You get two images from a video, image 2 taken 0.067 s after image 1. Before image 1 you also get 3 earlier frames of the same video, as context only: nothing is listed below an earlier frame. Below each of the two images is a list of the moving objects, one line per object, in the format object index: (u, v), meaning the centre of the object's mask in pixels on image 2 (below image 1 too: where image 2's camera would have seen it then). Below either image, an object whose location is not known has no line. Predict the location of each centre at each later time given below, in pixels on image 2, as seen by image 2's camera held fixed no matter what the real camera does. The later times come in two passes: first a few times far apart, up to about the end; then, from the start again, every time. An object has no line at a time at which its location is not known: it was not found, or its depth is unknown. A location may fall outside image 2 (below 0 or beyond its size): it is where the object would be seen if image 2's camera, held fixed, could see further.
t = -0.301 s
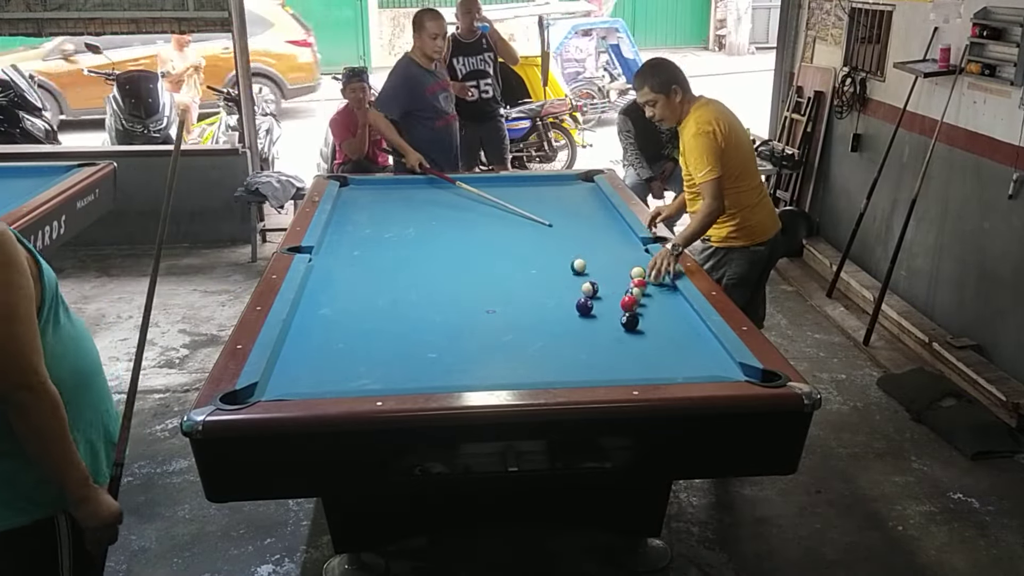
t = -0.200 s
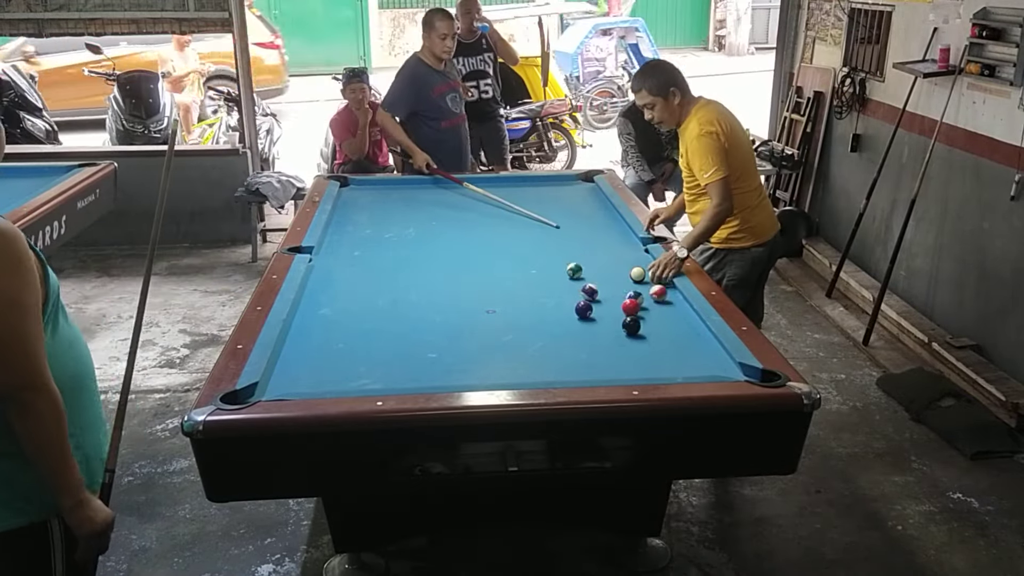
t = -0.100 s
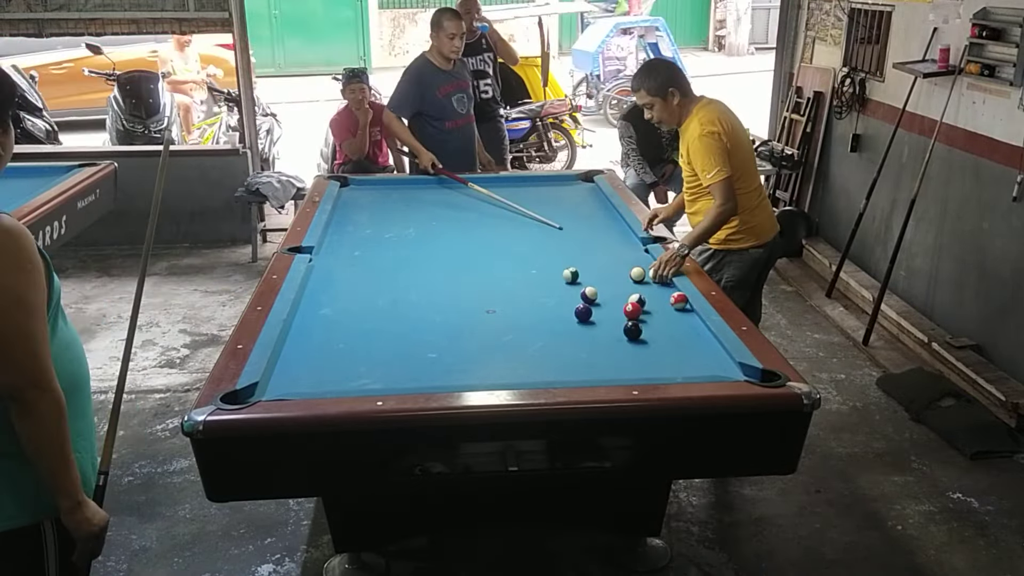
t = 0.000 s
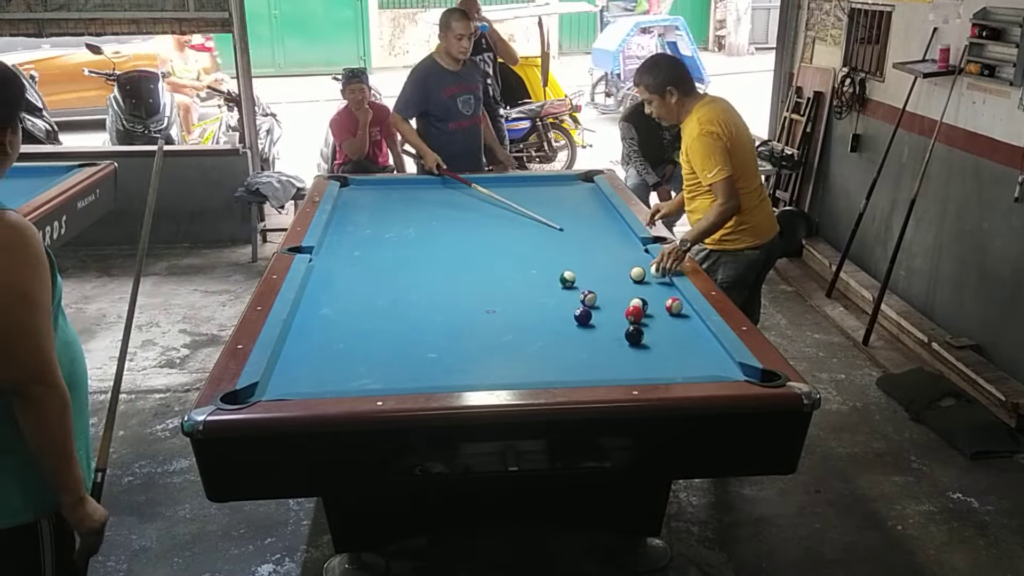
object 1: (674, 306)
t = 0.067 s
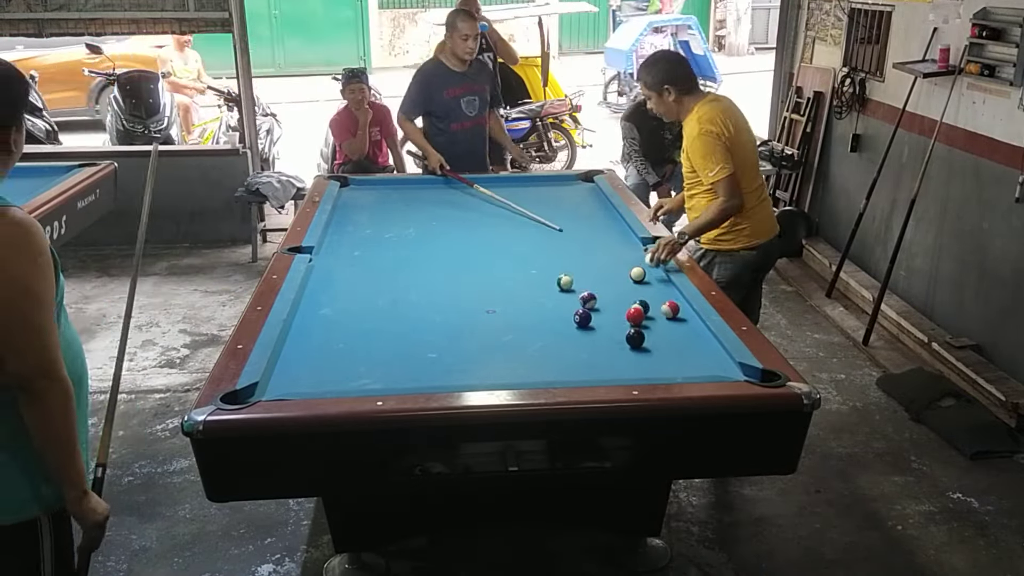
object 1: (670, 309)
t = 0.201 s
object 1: (664, 316)
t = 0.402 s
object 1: (658, 327)
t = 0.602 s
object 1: (660, 337)
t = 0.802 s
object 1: (662, 346)
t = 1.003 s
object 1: (663, 356)
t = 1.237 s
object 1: (666, 365)
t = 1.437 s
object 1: (669, 371)
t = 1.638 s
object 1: (662, 368)
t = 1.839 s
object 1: (657, 365)
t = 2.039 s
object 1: (652, 361)
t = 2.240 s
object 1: (649, 358)
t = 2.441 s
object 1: (647, 355)
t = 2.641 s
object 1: (645, 354)
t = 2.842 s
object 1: (668, 350)
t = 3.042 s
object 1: (694, 348)
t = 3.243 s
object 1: (709, 346)
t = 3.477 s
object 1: (691, 345)
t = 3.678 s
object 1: (677, 345)
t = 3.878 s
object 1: (664, 345)
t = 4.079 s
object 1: (653, 345)
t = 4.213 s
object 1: (646, 344)
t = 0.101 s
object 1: (669, 311)
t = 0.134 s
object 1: (667, 312)
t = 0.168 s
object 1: (666, 314)
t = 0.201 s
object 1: (664, 316)
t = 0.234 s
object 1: (662, 318)
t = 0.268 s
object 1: (660, 320)
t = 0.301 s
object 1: (659, 322)
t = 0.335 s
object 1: (658, 324)
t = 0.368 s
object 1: (658, 325)
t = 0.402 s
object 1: (658, 327)
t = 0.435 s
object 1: (658, 328)
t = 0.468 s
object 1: (659, 330)
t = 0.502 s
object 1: (659, 332)
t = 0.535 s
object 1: (659, 333)
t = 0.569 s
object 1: (660, 335)
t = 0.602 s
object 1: (660, 337)
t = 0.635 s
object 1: (660, 338)
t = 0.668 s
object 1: (661, 340)
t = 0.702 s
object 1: (661, 341)
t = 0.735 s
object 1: (661, 343)
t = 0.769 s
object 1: (662, 344)
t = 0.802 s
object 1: (662, 346)
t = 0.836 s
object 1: (662, 348)
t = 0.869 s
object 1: (663, 349)
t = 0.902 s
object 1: (663, 351)
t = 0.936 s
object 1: (663, 352)
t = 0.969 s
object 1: (664, 354)
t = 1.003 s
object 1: (663, 356)
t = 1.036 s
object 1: (664, 357)
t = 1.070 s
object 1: (664, 359)
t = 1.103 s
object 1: (665, 360)
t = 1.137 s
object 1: (665, 362)
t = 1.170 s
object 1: (665, 363)
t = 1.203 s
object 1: (666, 365)
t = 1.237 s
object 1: (666, 365)
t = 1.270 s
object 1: (666, 367)
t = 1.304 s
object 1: (667, 368)
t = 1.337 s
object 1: (668, 369)
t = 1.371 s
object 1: (668, 370)
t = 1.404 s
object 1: (669, 370)
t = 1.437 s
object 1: (669, 371)
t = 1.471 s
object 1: (668, 370)
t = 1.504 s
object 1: (667, 370)
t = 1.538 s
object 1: (666, 369)
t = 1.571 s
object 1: (665, 369)
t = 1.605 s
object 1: (664, 369)
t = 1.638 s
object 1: (662, 368)
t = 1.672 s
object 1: (661, 368)
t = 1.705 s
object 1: (660, 367)
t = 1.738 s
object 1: (659, 367)
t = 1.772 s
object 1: (658, 366)
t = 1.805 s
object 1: (658, 365)
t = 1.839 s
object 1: (657, 365)
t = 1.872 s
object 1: (656, 364)
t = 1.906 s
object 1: (655, 364)
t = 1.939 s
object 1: (655, 363)
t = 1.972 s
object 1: (654, 362)
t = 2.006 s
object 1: (653, 362)
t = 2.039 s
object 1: (652, 361)
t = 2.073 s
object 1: (651, 361)
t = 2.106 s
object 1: (651, 360)
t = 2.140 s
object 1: (651, 359)
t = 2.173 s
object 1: (650, 359)
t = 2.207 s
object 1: (649, 358)
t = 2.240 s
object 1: (649, 358)
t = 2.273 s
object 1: (648, 357)
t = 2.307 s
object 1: (648, 357)
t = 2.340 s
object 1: (648, 356)
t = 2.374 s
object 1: (647, 356)
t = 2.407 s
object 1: (647, 356)
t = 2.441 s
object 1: (647, 355)
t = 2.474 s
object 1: (647, 355)
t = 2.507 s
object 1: (646, 355)
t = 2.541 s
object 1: (646, 354)
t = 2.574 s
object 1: (646, 354)
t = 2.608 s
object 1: (646, 354)
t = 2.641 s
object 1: (645, 354)
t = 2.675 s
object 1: (645, 353)
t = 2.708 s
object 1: (649, 353)
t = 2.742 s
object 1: (655, 352)
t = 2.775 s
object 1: (659, 352)
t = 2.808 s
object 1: (664, 351)
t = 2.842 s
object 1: (668, 350)
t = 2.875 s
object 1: (672, 350)
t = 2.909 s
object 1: (677, 349)
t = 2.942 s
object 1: (682, 348)
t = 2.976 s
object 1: (686, 348)
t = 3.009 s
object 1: (690, 348)
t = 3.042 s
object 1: (694, 348)
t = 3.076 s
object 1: (699, 347)
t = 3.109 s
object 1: (703, 347)
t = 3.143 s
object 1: (707, 346)
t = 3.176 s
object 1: (711, 345)
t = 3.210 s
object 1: (712, 346)
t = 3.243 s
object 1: (709, 346)
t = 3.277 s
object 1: (707, 345)
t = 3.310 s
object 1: (704, 346)
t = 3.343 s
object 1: (701, 346)
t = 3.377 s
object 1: (698, 345)
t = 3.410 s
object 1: (696, 345)
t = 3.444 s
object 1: (693, 345)
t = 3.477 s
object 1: (691, 345)
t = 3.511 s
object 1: (688, 345)
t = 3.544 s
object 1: (686, 345)
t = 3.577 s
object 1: (683, 345)
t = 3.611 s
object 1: (681, 345)
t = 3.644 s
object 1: (679, 345)
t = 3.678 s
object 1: (677, 345)
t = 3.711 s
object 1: (675, 345)
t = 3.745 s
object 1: (672, 345)
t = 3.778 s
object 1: (670, 345)
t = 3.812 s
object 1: (668, 345)
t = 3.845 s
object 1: (666, 345)
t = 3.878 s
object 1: (664, 345)
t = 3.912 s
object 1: (662, 345)
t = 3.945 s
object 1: (660, 345)
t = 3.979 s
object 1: (658, 345)
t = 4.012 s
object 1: (656, 345)
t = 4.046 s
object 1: (655, 344)
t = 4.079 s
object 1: (653, 345)
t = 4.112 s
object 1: (651, 345)
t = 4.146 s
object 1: (649, 344)
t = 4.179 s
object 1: (647, 344)
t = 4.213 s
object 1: (646, 344)
